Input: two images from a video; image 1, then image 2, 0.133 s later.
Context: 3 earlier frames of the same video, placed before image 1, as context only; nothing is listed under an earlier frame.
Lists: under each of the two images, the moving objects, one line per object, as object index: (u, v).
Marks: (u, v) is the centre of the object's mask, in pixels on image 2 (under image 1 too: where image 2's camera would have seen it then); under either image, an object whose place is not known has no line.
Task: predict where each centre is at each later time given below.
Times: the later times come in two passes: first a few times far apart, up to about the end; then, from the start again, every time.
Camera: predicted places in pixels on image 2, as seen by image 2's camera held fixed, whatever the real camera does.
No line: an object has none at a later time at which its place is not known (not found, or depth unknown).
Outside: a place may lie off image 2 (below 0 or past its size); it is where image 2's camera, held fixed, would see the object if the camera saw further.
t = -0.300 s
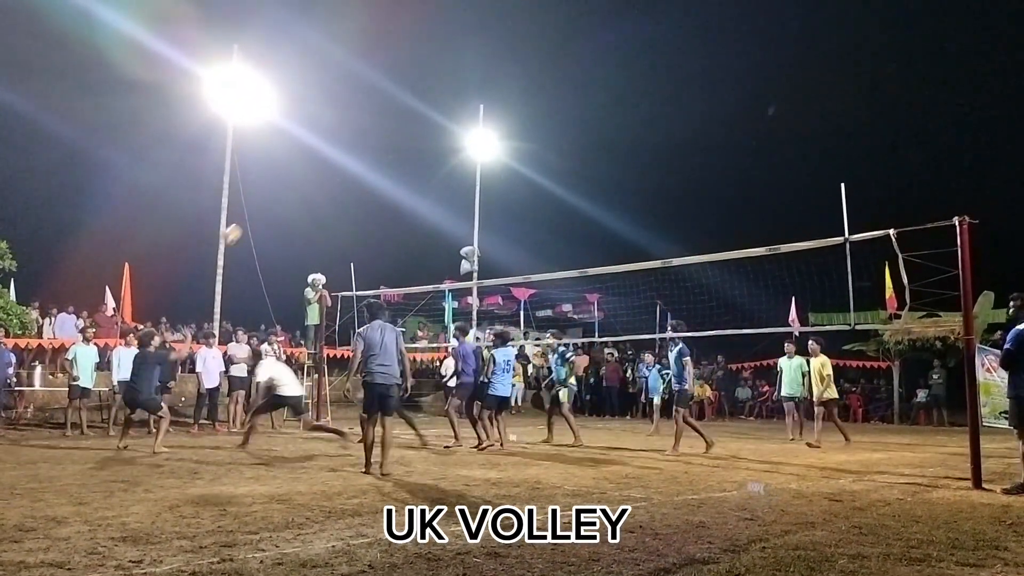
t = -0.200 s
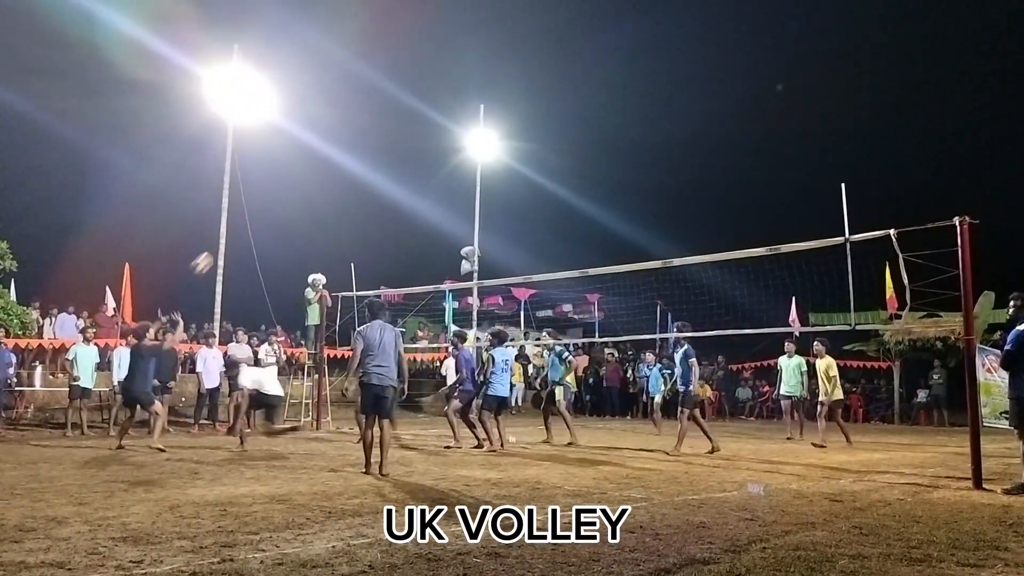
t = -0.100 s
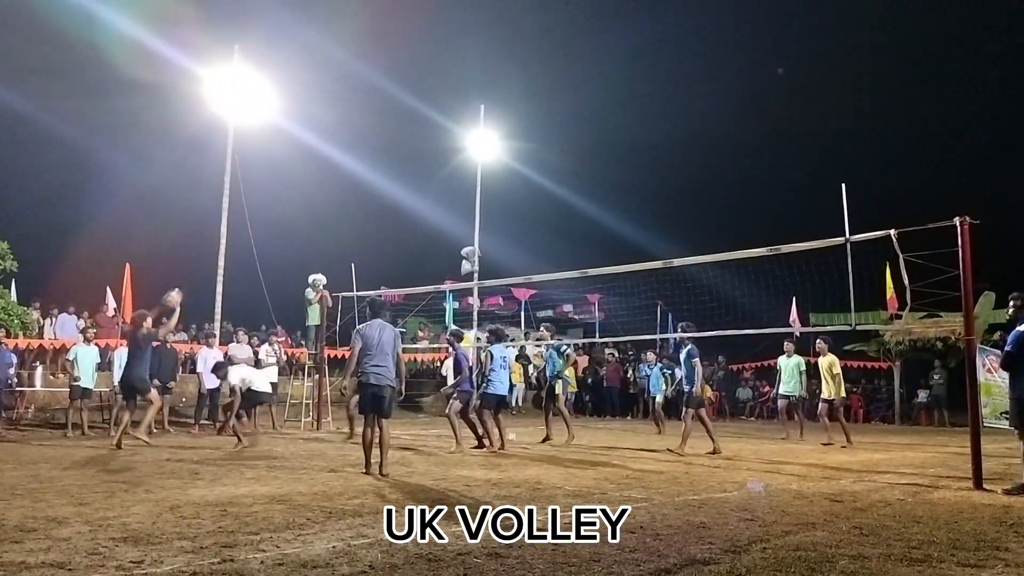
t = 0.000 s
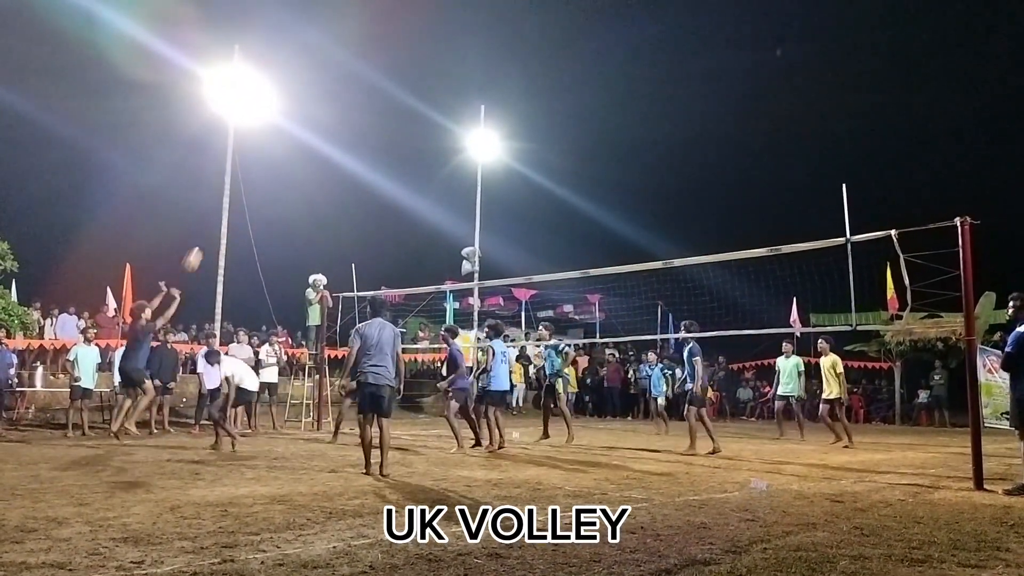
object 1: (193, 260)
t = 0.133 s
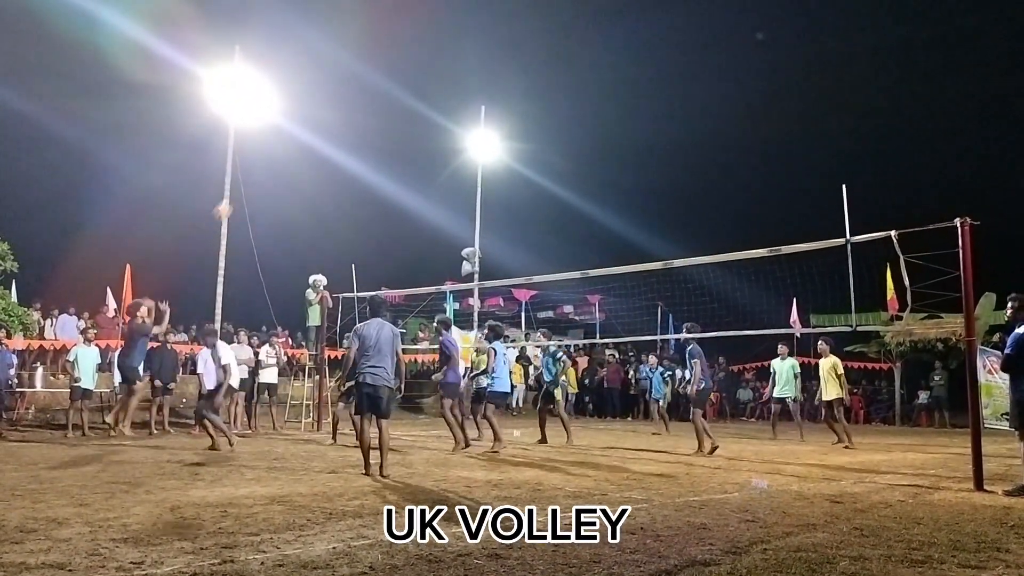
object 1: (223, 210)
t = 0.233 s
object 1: (245, 183)
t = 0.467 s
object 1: (289, 152)
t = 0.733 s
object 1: (333, 161)
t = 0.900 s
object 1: (359, 189)
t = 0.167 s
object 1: (231, 201)
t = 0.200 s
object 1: (239, 190)
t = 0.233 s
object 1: (245, 183)
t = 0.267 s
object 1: (252, 176)
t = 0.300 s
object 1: (258, 170)
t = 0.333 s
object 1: (264, 164)
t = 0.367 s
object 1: (271, 160)
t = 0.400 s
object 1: (276, 156)
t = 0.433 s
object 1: (282, 153)
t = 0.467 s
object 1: (289, 152)
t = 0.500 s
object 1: (294, 150)
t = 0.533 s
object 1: (300, 149)
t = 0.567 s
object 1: (306, 150)
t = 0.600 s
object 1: (312, 150)
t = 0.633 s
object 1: (318, 152)
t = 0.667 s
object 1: (323, 154)
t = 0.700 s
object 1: (328, 157)
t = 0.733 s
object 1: (333, 161)
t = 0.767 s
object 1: (338, 165)
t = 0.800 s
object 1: (343, 170)
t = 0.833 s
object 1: (349, 175)
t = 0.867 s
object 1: (354, 182)
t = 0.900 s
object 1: (359, 189)
